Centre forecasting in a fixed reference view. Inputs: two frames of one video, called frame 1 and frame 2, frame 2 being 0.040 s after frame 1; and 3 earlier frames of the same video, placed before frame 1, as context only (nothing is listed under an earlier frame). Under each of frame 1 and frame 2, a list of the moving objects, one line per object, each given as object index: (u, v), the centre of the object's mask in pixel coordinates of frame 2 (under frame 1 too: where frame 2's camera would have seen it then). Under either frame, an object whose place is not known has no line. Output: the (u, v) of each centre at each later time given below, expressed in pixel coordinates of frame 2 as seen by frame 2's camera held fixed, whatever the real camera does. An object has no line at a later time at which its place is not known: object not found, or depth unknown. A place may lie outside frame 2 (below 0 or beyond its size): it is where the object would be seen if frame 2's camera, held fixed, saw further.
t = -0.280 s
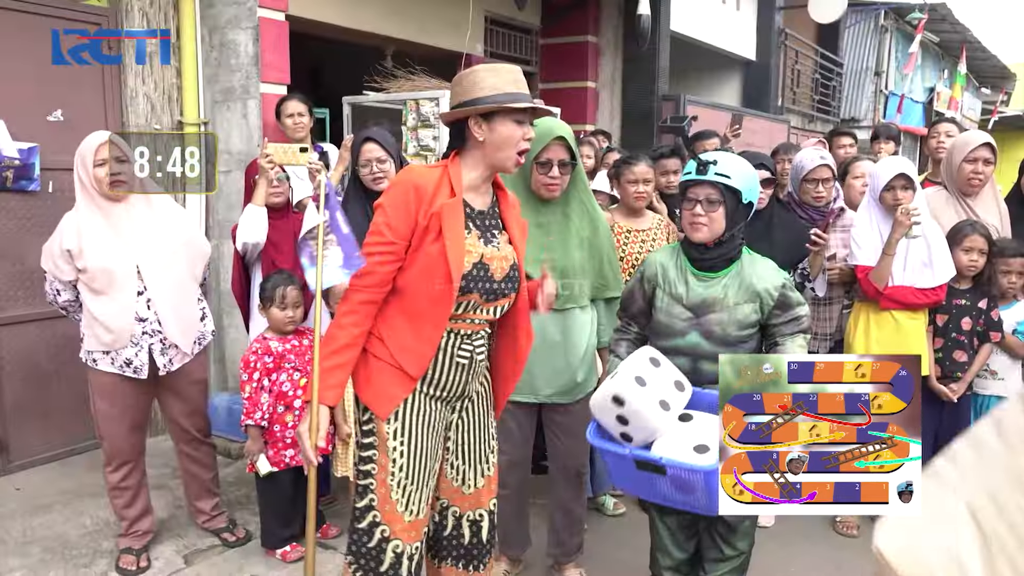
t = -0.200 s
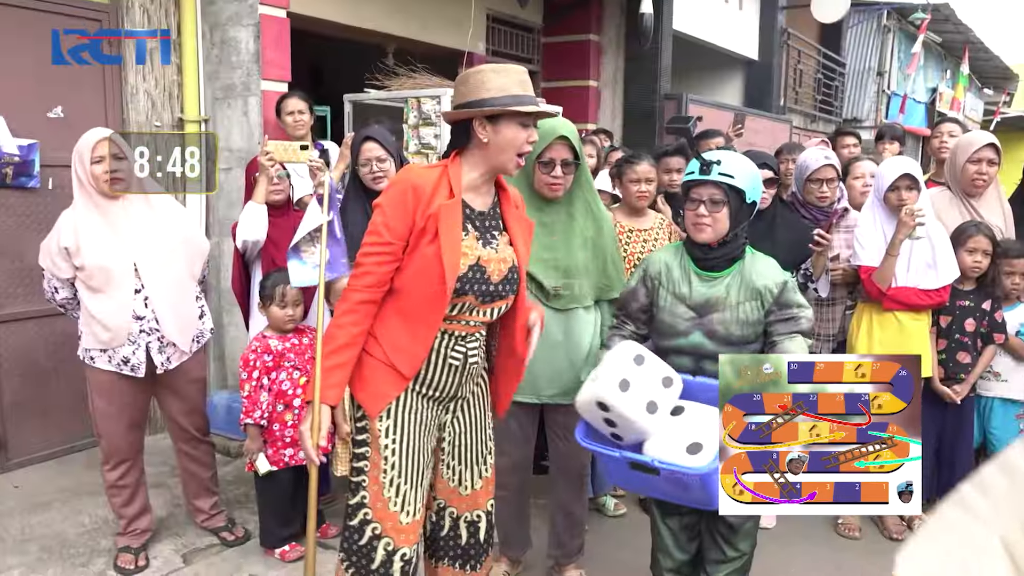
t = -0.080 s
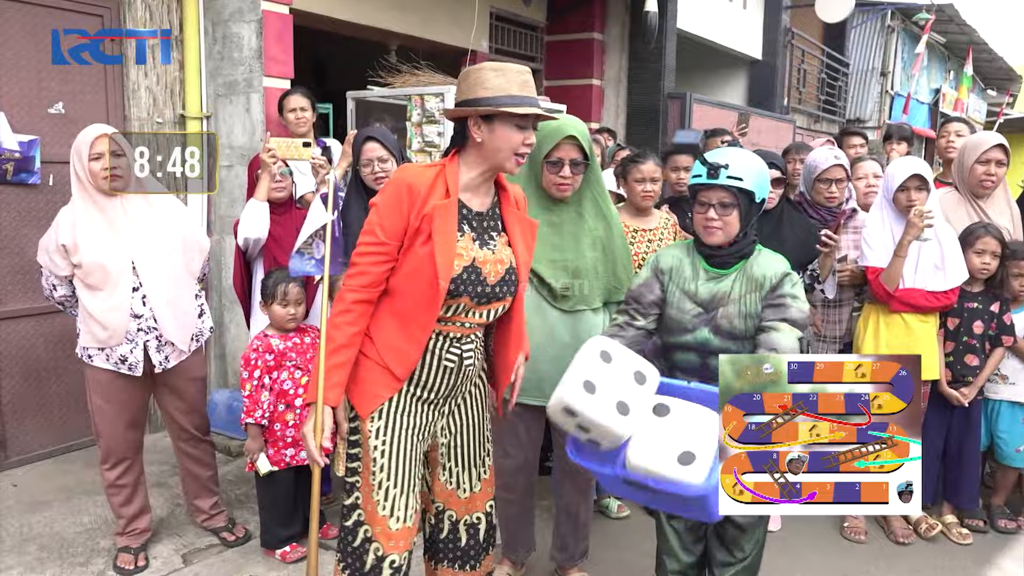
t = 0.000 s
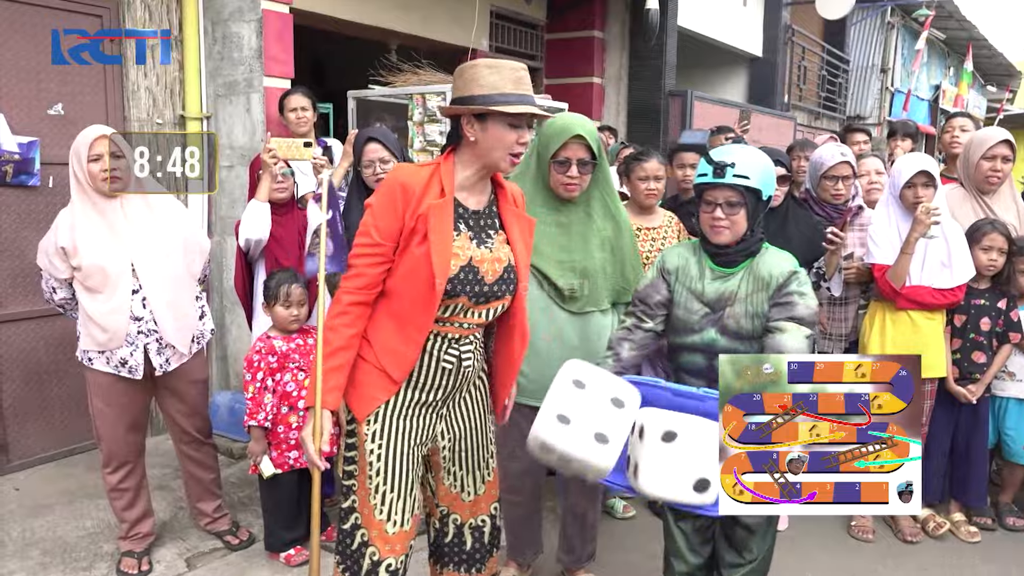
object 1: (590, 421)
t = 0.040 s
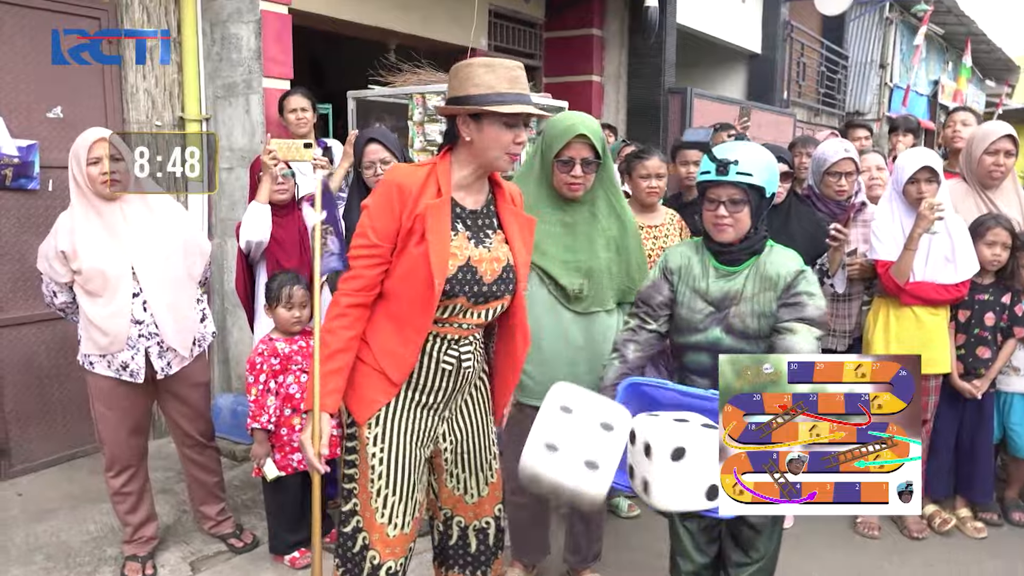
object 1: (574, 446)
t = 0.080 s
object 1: (560, 477)
